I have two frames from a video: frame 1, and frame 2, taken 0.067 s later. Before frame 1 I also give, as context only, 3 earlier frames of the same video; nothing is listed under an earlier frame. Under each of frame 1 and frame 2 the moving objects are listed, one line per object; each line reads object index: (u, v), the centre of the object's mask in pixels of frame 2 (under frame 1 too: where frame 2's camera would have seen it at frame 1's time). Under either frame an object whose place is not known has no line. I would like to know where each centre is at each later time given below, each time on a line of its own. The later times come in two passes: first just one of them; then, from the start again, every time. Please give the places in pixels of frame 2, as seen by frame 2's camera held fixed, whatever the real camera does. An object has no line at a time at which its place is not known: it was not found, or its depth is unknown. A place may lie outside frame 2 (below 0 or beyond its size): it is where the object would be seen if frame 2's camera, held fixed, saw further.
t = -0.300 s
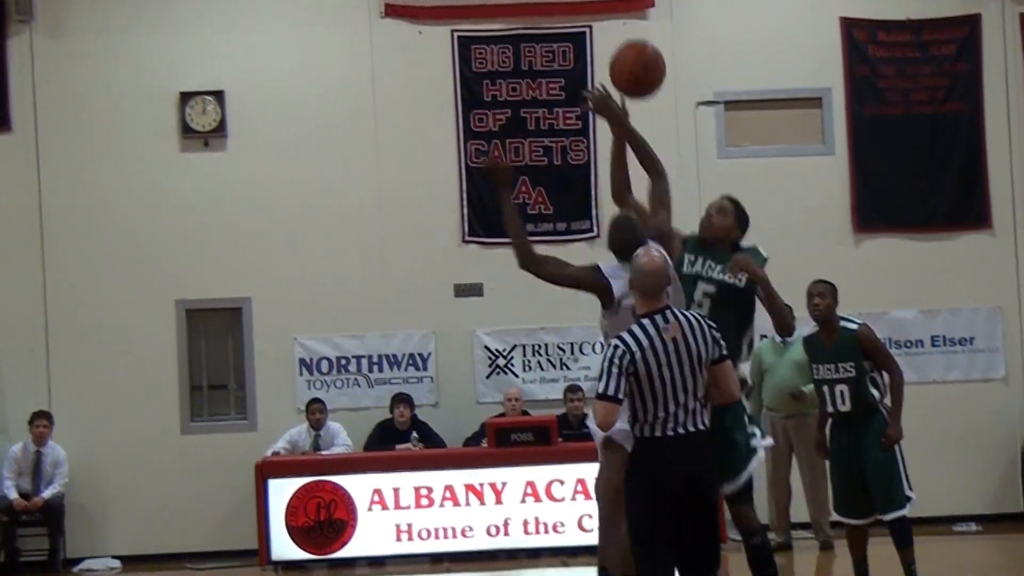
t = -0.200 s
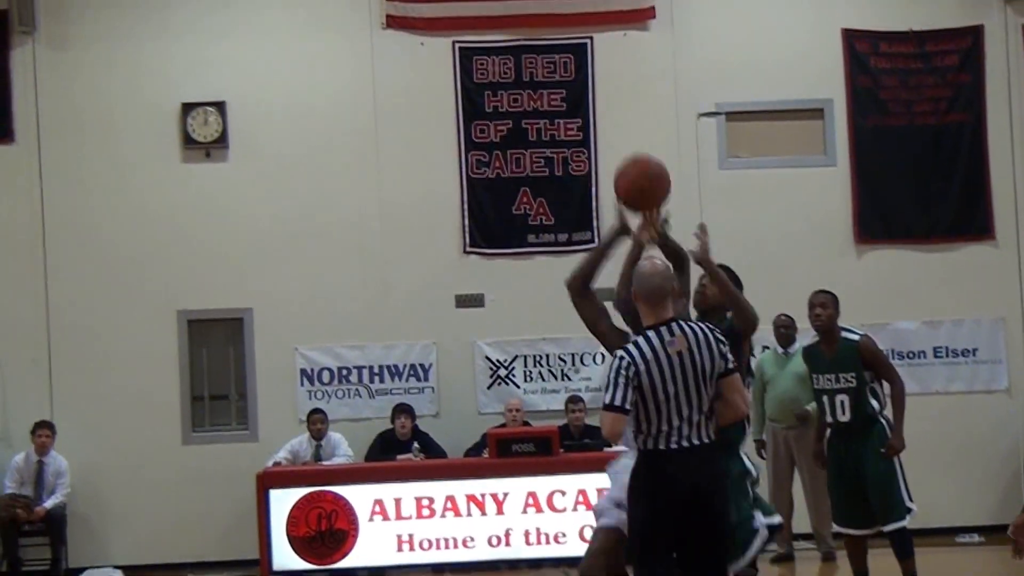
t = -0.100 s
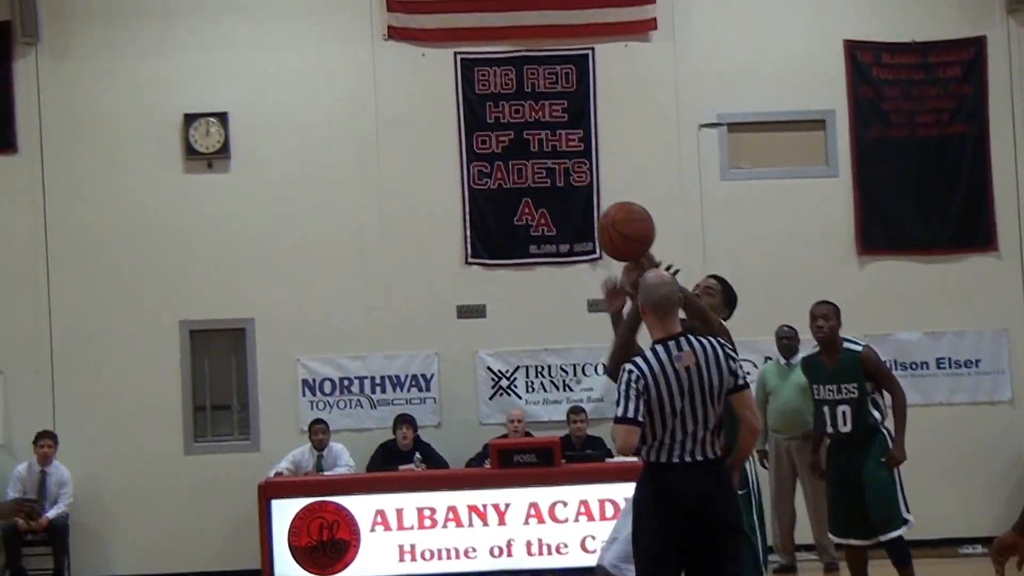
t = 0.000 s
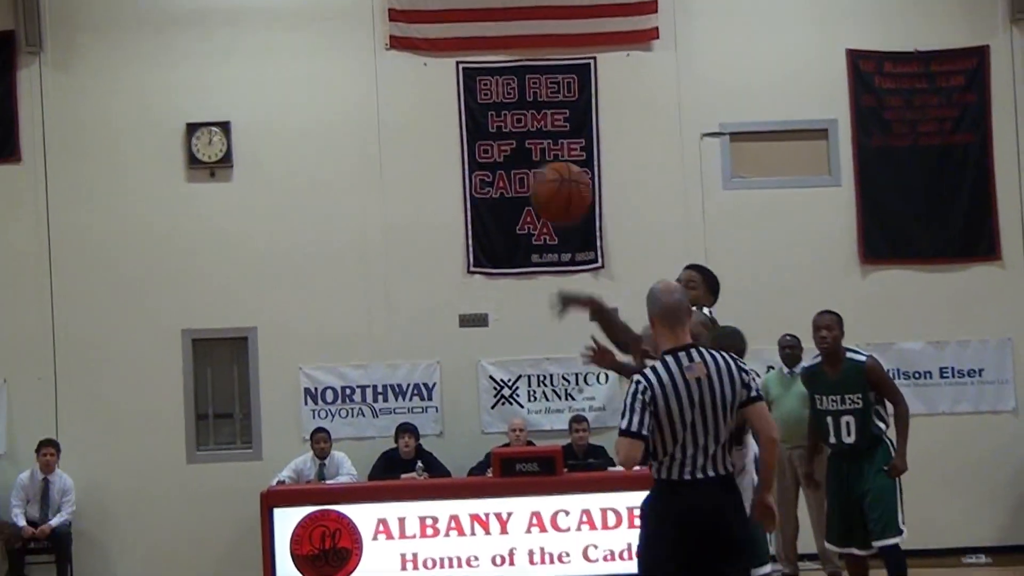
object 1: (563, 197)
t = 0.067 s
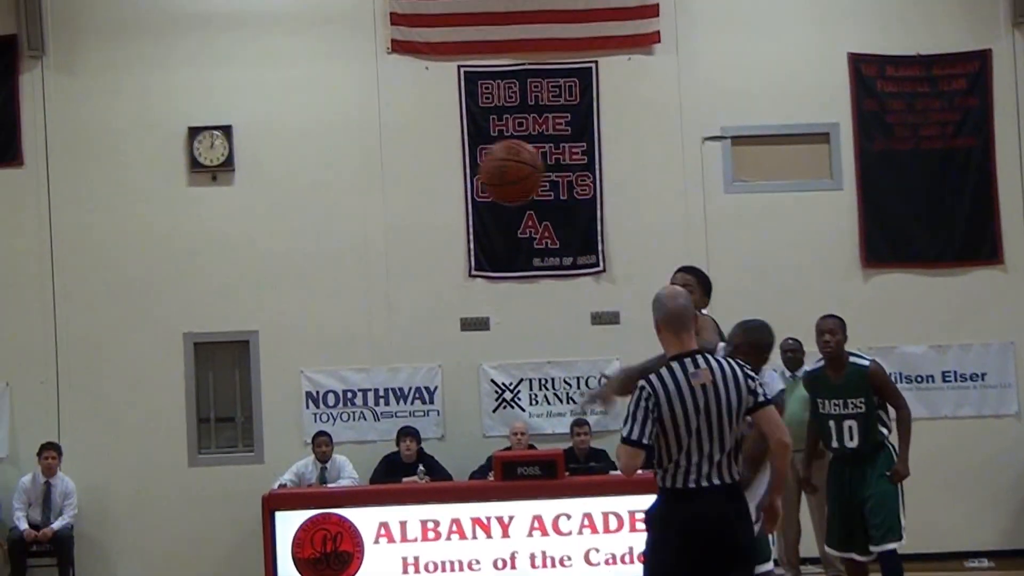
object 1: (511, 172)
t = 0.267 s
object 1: (340, 166)
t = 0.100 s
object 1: (485, 163)
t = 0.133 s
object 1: (458, 158)
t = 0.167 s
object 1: (429, 156)
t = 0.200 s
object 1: (401, 155)
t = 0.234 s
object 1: (371, 159)
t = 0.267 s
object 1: (340, 166)
